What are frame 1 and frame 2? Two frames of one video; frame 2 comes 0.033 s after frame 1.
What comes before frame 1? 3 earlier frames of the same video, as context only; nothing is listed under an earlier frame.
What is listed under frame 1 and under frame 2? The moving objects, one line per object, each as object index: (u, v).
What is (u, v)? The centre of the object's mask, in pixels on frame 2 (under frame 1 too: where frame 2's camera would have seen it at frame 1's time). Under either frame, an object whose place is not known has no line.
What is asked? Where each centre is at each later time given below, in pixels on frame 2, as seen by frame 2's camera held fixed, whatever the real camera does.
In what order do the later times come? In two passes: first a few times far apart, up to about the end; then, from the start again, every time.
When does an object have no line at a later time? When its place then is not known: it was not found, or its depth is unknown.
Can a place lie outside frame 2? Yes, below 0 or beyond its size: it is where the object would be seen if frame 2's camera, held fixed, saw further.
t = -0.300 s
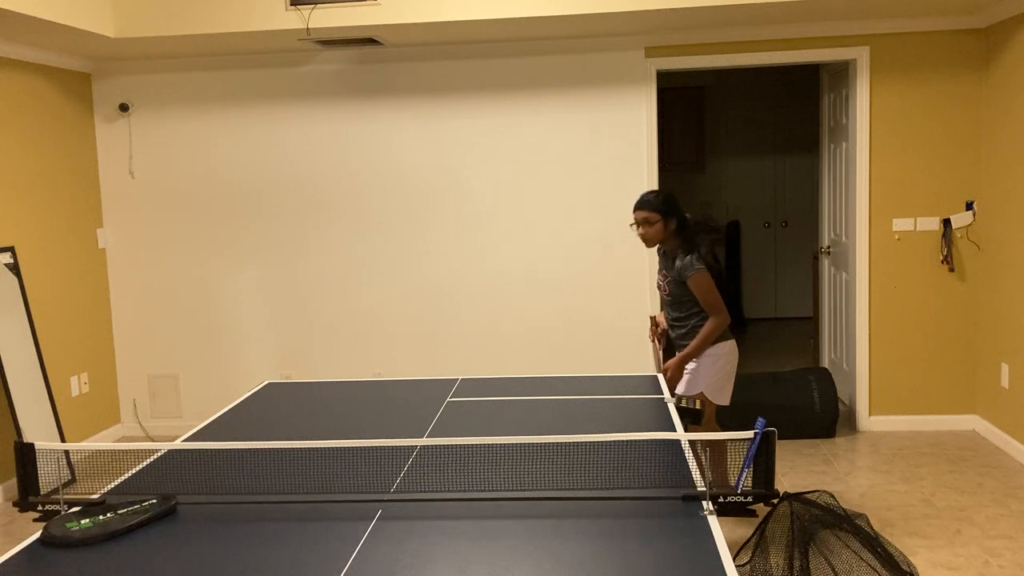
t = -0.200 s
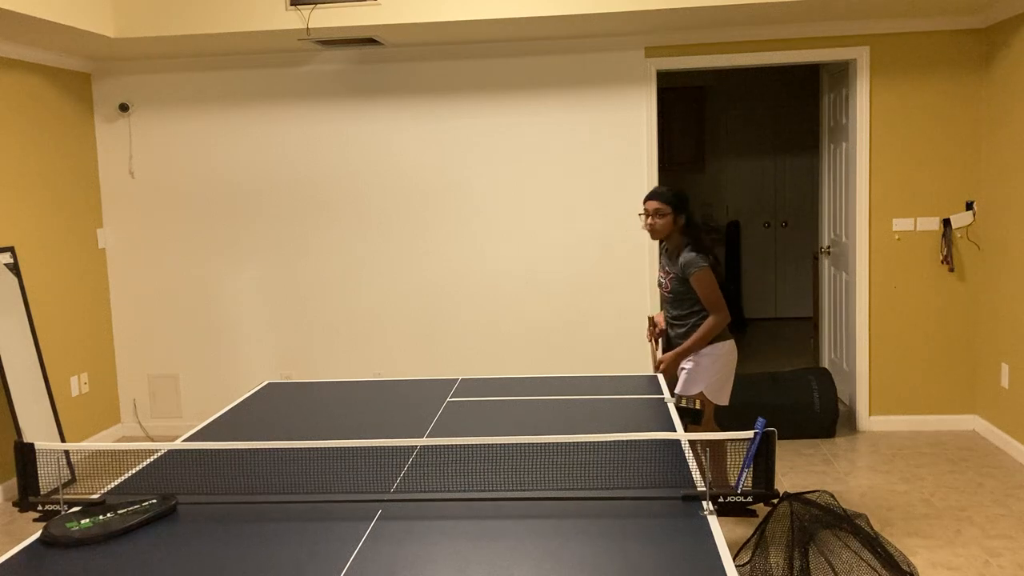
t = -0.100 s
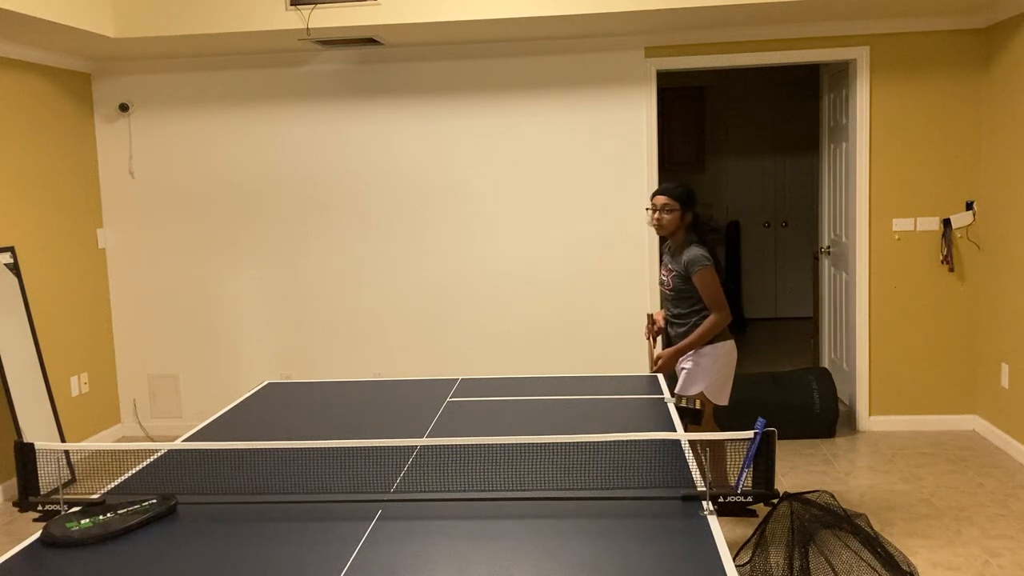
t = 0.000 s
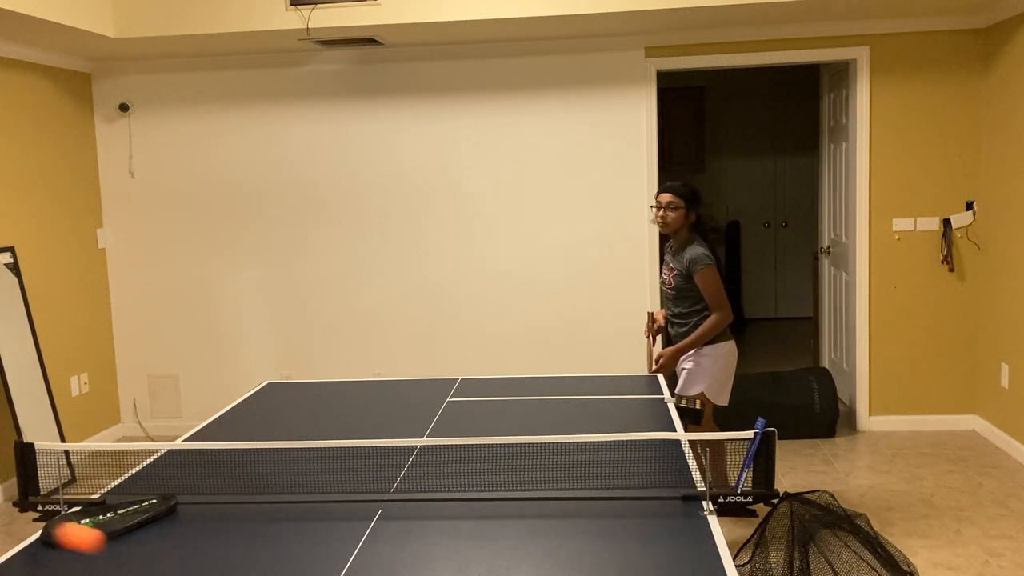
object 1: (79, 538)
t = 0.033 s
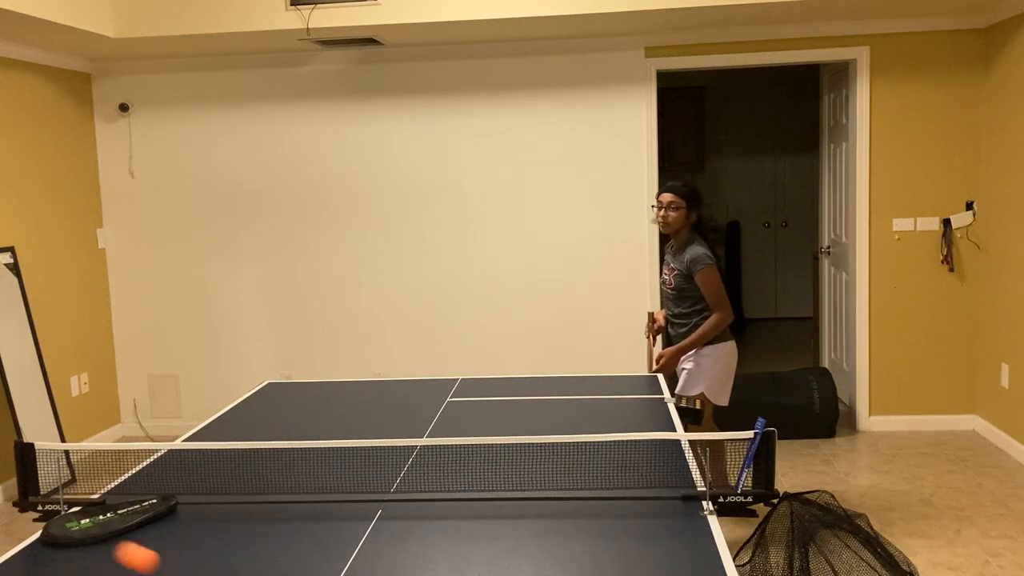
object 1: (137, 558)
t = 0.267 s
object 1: (347, 377)
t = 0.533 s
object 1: (489, 386)
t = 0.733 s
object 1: (558, 346)
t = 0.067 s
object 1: (180, 571)
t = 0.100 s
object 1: (225, 559)
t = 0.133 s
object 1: (250, 509)
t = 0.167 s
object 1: (276, 465)
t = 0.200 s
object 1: (301, 427)
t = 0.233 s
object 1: (325, 398)
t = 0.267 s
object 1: (347, 377)
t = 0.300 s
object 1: (369, 361)
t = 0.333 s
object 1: (389, 351)
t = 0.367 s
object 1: (408, 346)
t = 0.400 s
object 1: (426, 346)
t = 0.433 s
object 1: (443, 351)
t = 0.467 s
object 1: (459, 359)
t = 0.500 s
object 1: (474, 371)
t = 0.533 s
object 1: (489, 386)
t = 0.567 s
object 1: (503, 405)
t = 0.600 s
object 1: (515, 426)
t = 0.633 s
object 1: (527, 415)
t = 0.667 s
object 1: (538, 387)
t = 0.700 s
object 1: (548, 365)
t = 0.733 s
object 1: (558, 346)
